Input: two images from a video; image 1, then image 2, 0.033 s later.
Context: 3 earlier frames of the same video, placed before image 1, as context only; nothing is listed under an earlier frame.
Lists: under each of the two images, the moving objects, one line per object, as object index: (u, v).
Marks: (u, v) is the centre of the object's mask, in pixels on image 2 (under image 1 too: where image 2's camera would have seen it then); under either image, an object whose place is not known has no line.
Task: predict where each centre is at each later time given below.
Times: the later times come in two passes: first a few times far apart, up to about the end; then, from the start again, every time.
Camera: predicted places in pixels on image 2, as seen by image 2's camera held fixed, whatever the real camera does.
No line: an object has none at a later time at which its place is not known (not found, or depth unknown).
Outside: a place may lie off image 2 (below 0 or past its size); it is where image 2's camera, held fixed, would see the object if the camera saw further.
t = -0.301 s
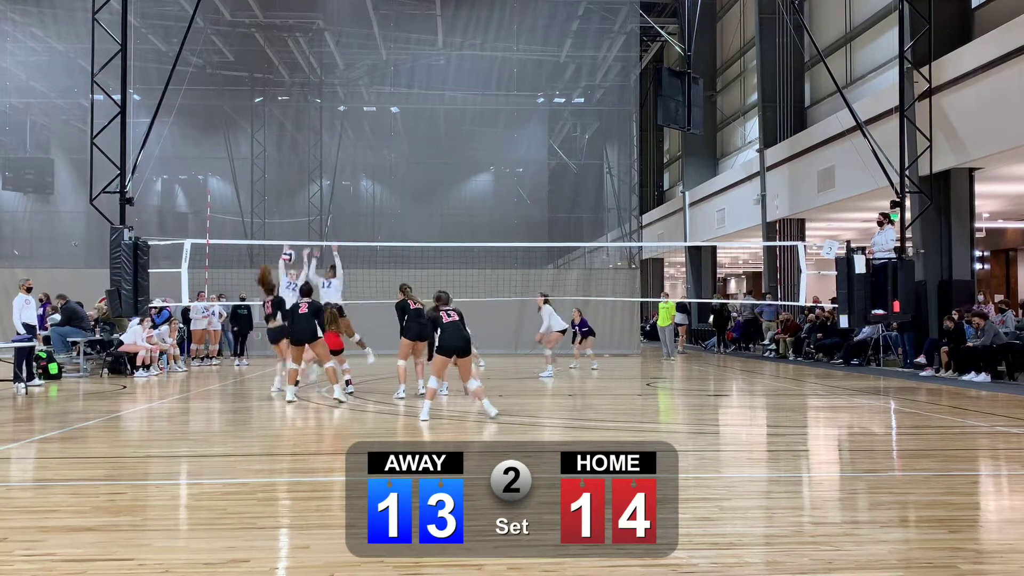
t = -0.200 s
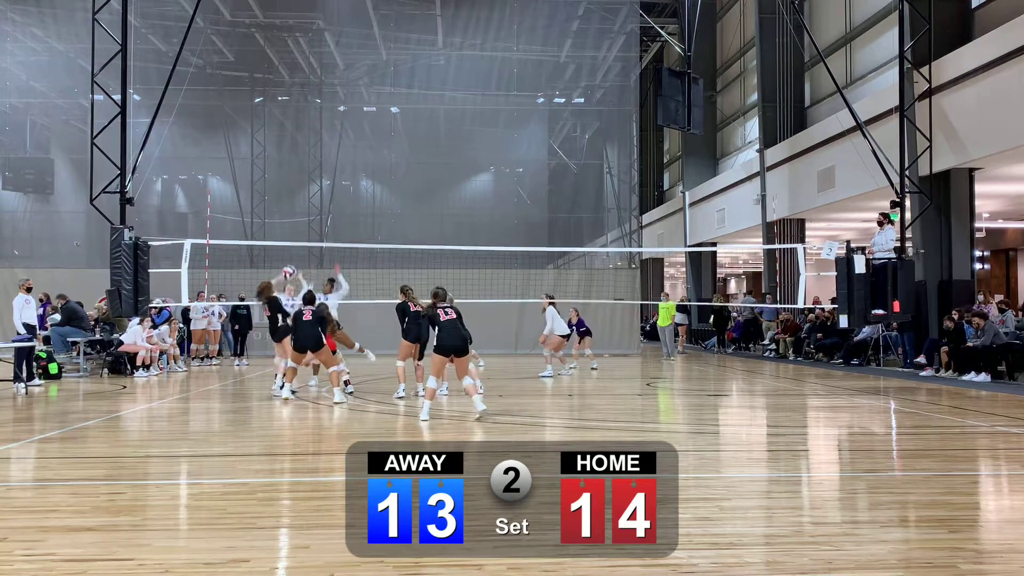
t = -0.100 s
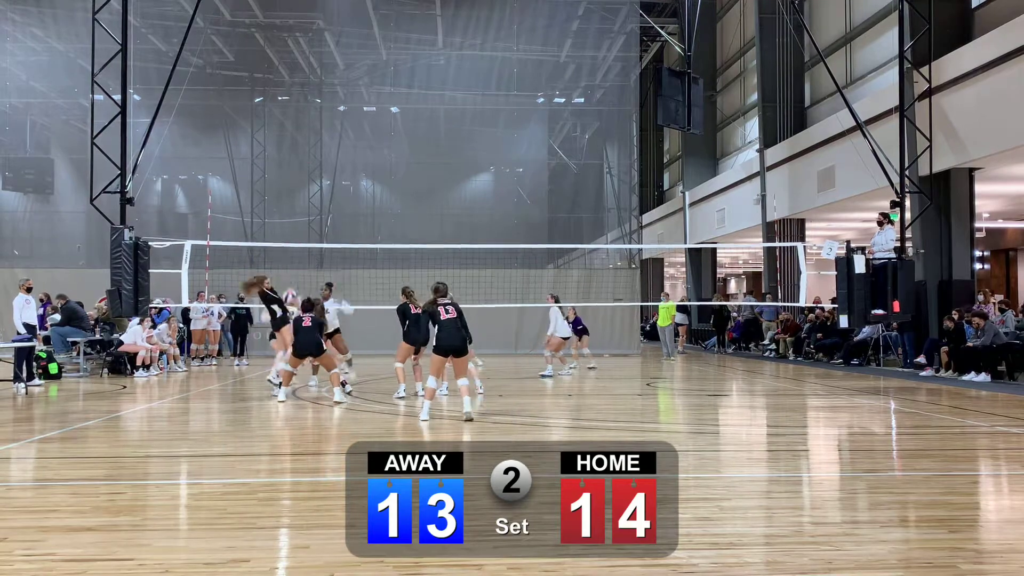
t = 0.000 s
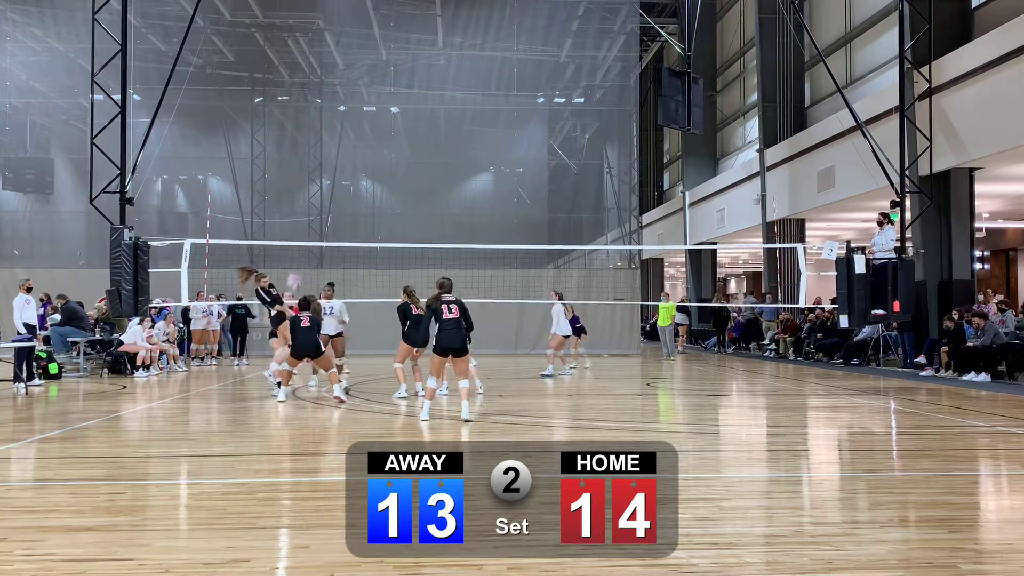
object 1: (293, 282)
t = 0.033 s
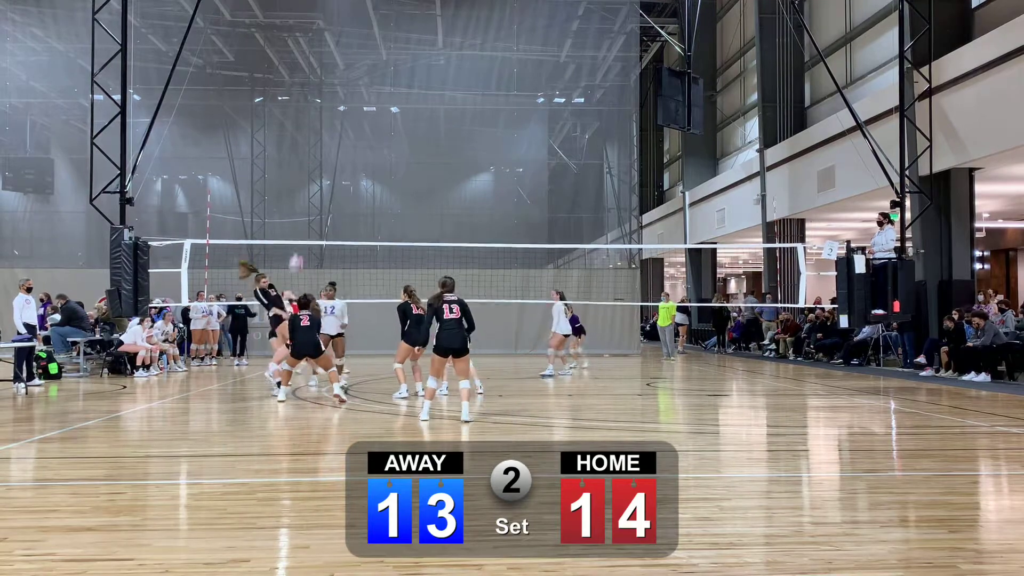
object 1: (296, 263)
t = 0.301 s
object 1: (313, 138)
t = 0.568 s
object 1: (332, 67)
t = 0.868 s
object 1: (351, 43)
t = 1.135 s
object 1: (367, 70)
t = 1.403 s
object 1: (382, 140)
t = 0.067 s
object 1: (298, 246)
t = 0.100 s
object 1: (300, 228)
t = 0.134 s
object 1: (302, 211)
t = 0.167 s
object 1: (305, 195)
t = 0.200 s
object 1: (307, 179)
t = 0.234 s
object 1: (309, 165)
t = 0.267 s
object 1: (312, 151)
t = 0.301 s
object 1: (313, 138)
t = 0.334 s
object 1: (316, 127)
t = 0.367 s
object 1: (318, 116)
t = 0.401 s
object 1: (321, 106)
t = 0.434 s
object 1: (323, 96)
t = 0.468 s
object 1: (326, 88)
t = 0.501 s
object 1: (328, 80)
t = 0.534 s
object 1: (330, 73)
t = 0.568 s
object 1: (332, 67)
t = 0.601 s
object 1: (334, 61)
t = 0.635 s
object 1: (336, 56)
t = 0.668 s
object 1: (338, 52)
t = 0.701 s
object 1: (340, 49)
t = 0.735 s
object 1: (342, 46)
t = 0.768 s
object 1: (344, 44)
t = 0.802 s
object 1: (346, 43)
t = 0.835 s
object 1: (348, 43)
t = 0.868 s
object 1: (351, 43)
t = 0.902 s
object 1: (353, 44)
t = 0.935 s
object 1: (355, 46)
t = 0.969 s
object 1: (357, 48)
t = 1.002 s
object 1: (359, 51)
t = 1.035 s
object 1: (362, 55)
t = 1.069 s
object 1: (363, 59)
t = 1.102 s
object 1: (365, 64)
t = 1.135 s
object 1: (367, 70)
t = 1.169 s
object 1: (369, 76)
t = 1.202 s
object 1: (371, 84)
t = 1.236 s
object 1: (374, 92)
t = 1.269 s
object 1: (376, 100)
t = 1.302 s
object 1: (377, 109)
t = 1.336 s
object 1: (379, 119)
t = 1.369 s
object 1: (380, 129)
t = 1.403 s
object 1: (382, 140)
